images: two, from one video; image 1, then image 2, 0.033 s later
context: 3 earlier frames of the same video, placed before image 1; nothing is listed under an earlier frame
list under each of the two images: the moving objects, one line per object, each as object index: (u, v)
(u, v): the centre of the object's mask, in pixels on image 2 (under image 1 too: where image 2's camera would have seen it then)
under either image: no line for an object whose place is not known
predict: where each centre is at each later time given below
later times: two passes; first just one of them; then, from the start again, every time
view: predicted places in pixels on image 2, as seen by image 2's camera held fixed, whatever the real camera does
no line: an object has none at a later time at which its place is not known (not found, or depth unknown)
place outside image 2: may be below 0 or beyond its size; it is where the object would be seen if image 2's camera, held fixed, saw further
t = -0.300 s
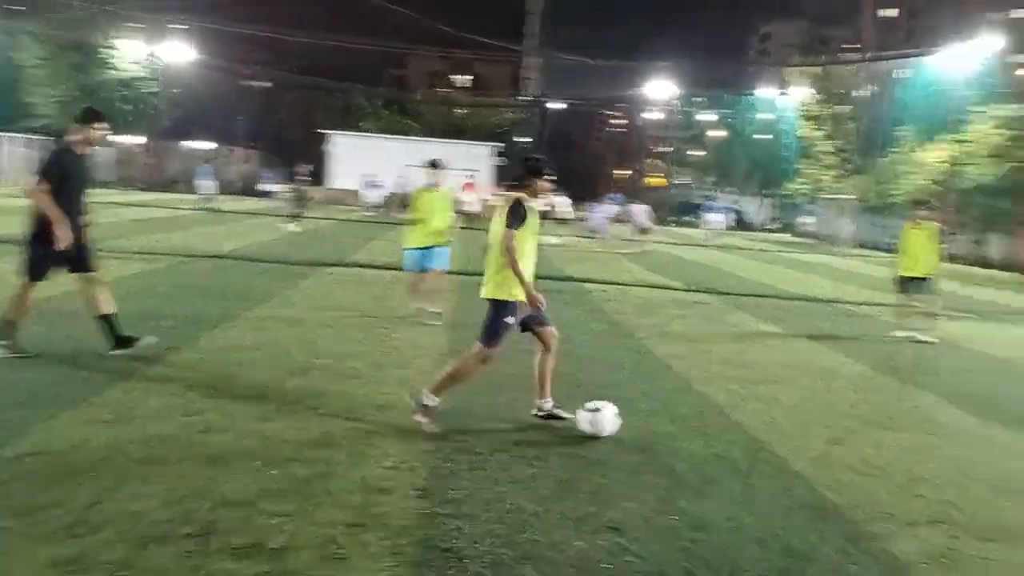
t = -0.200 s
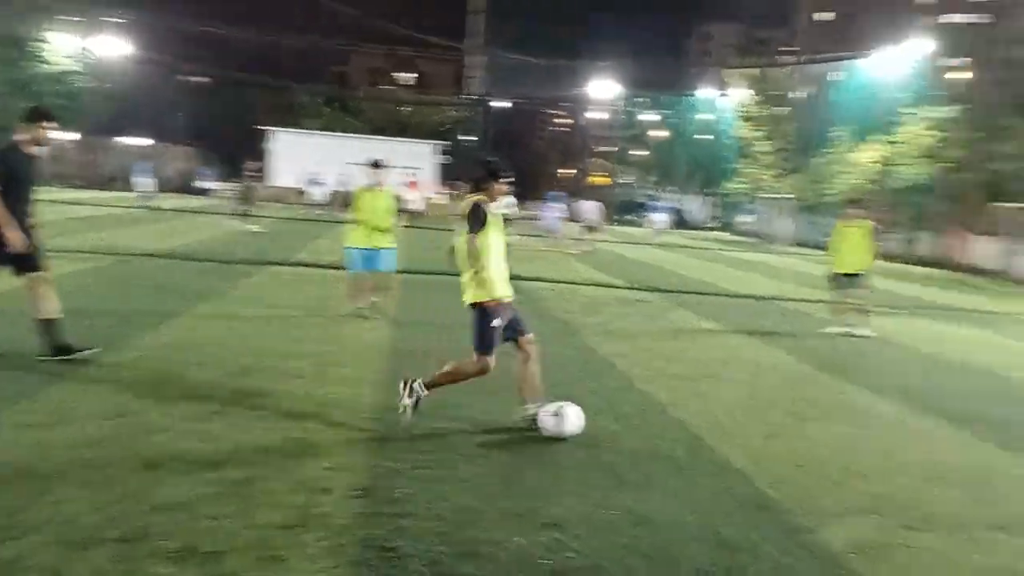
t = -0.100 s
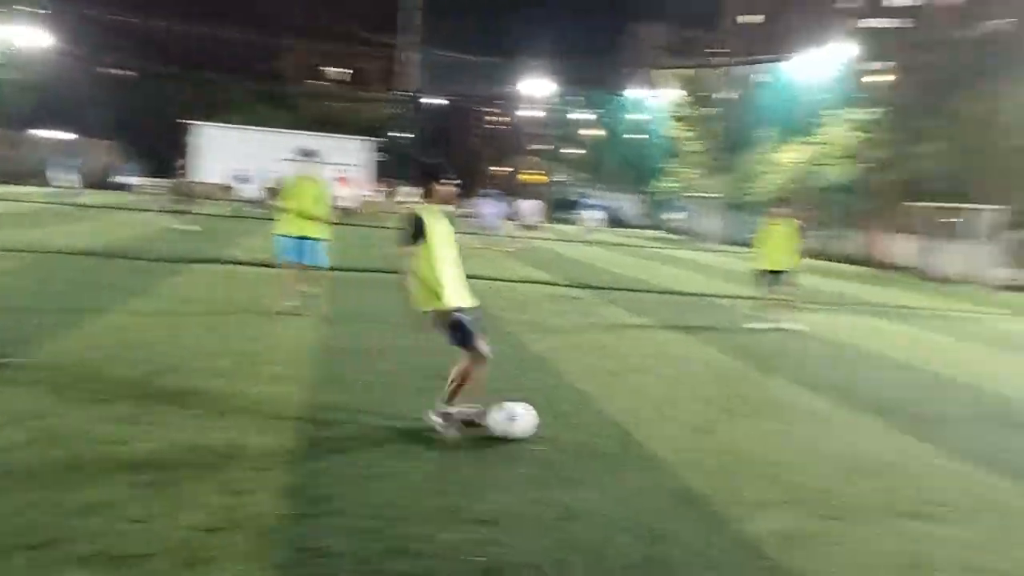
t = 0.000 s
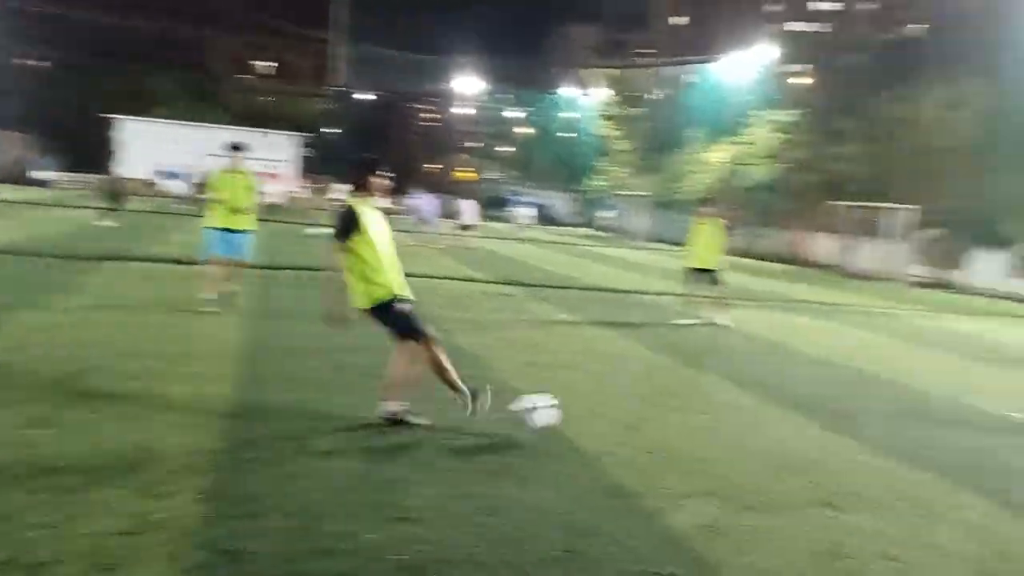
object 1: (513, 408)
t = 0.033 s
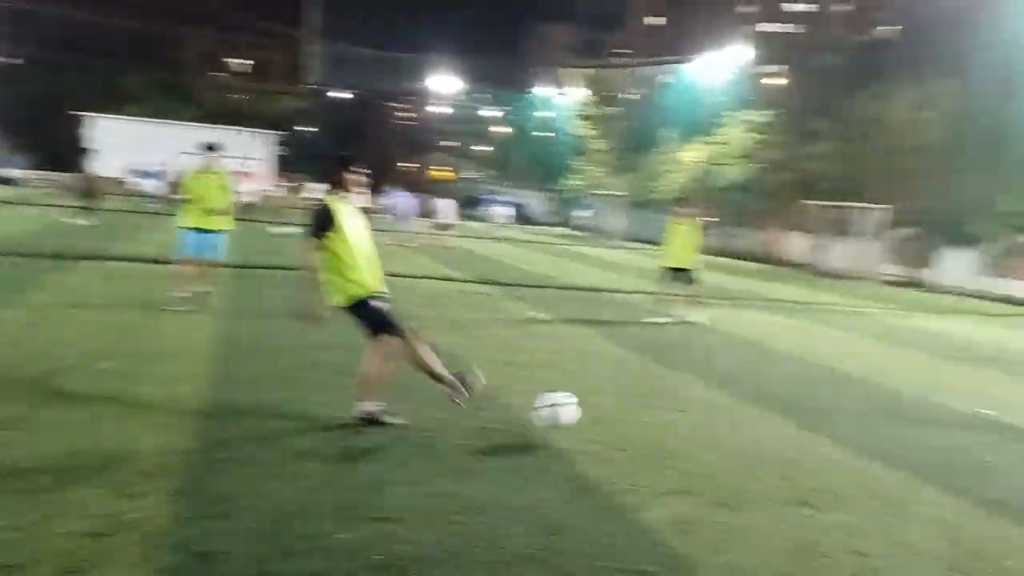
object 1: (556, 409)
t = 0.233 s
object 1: (798, 420)
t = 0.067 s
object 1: (598, 409)
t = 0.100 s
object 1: (643, 412)
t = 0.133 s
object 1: (686, 416)
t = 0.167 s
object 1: (725, 419)
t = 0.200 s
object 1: (764, 424)
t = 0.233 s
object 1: (798, 420)
